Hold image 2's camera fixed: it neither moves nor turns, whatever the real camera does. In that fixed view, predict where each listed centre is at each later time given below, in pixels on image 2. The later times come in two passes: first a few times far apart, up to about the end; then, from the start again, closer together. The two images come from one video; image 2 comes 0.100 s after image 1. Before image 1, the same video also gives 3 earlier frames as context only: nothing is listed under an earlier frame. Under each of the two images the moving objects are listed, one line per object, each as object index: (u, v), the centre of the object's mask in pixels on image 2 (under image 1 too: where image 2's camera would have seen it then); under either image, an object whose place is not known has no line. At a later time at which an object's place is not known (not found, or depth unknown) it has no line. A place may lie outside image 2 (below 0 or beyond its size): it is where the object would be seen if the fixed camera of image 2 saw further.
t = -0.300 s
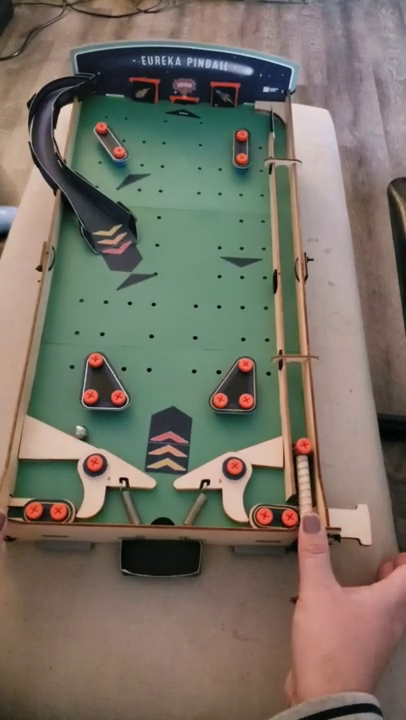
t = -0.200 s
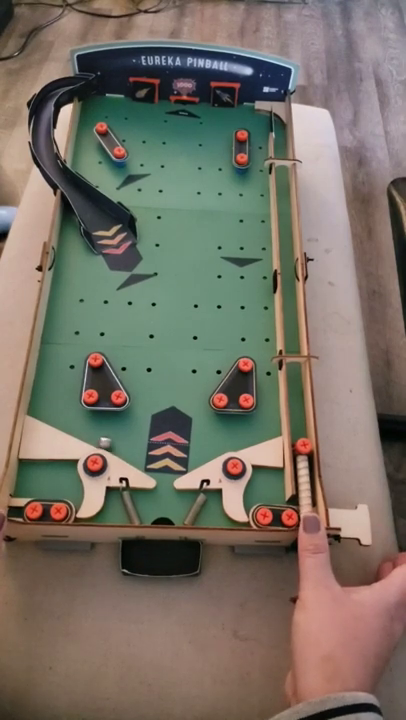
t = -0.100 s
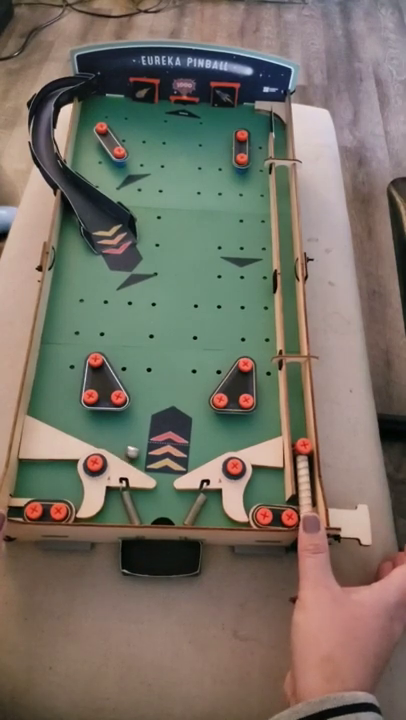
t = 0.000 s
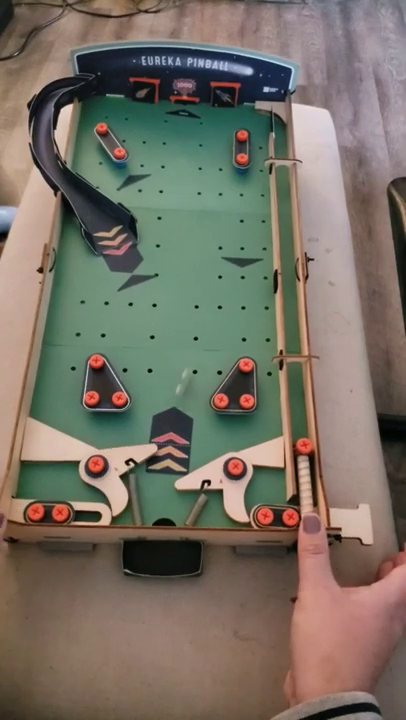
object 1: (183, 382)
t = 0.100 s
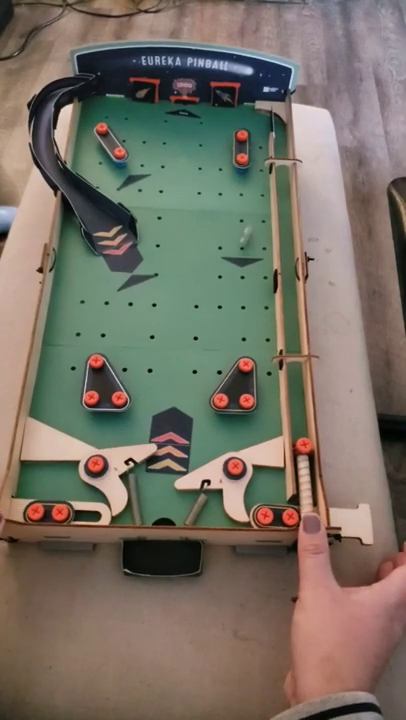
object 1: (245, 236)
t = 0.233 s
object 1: (257, 125)
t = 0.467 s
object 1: (255, 165)
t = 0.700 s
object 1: (236, 223)
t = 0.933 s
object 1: (217, 337)
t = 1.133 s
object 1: (152, 425)
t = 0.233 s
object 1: (257, 125)
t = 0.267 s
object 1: (255, 114)
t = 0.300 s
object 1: (253, 126)
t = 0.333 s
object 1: (253, 135)
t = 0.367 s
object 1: (256, 144)
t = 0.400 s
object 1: (261, 153)
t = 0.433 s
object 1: (259, 160)
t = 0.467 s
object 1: (255, 165)
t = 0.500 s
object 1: (252, 171)
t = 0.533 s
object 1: (249, 179)
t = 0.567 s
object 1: (245, 187)
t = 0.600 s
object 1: (243, 196)
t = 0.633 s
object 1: (239, 205)
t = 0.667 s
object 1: (239, 212)
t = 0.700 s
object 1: (236, 223)
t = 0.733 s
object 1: (233, 235)
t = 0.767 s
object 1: (230, 250)
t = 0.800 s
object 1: (227, 264)
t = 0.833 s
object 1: (224, 280)
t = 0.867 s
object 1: (222, 298)
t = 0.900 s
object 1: (219, 317)
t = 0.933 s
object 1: (217, 337)
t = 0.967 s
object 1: (214, 359)
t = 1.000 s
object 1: (211, 383)
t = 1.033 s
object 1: (201, 398)
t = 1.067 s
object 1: (184, 405)
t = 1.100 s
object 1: (168, 414)
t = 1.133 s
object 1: (152, 425)
